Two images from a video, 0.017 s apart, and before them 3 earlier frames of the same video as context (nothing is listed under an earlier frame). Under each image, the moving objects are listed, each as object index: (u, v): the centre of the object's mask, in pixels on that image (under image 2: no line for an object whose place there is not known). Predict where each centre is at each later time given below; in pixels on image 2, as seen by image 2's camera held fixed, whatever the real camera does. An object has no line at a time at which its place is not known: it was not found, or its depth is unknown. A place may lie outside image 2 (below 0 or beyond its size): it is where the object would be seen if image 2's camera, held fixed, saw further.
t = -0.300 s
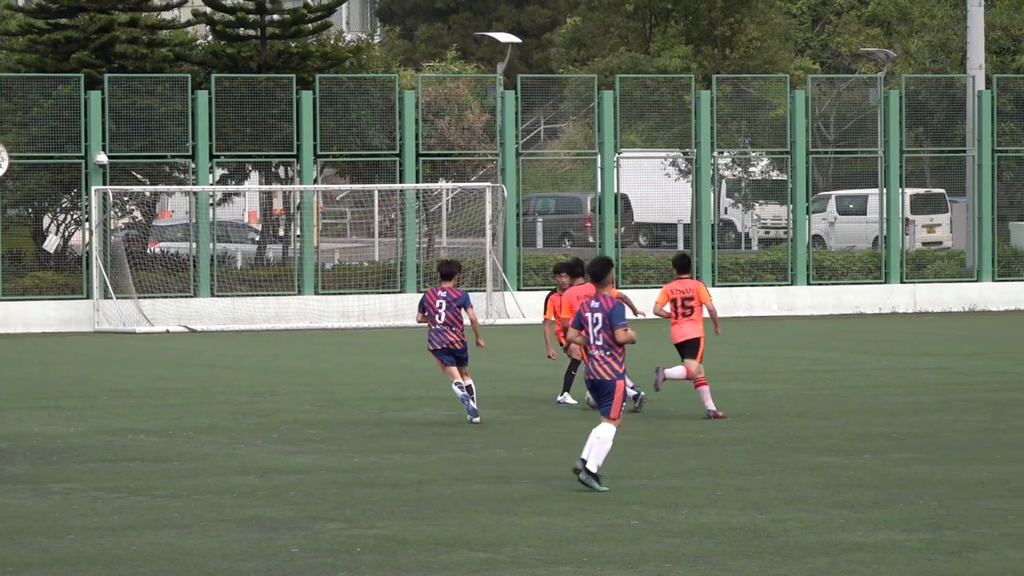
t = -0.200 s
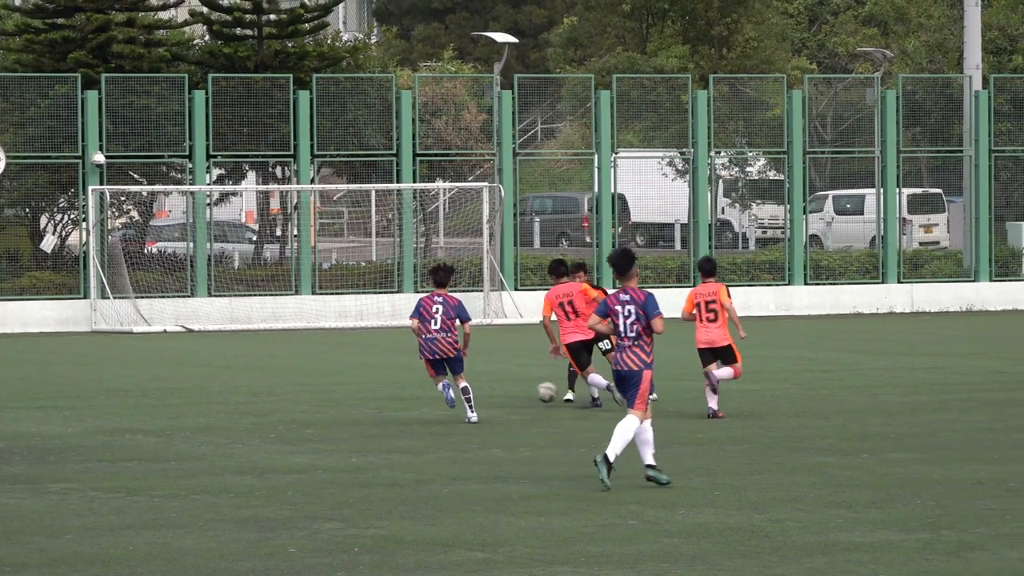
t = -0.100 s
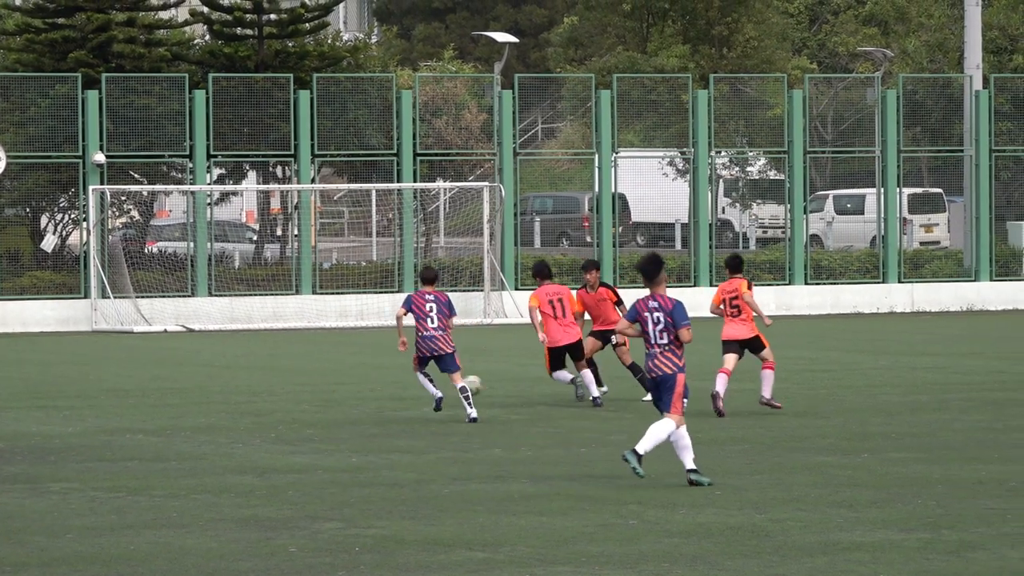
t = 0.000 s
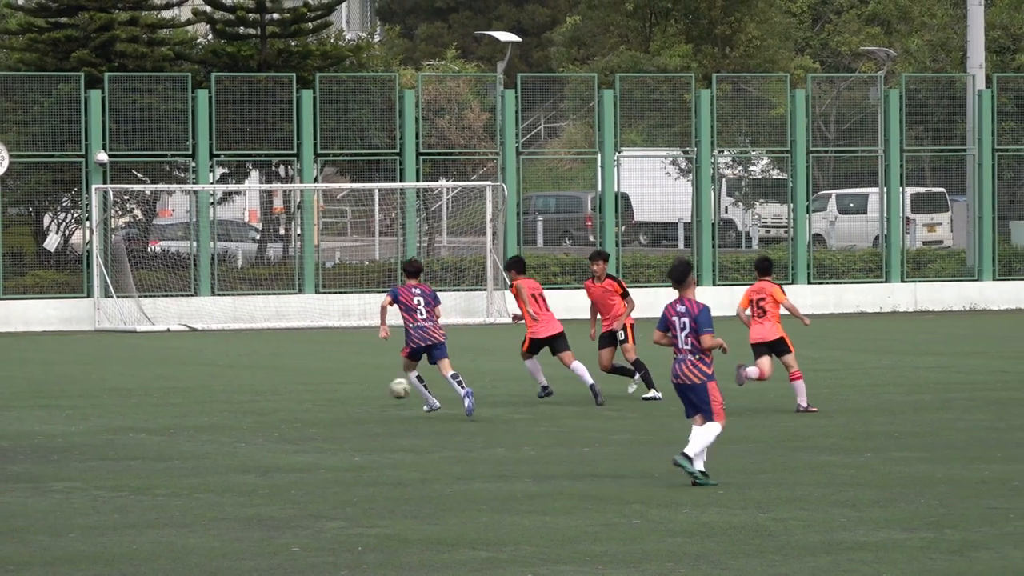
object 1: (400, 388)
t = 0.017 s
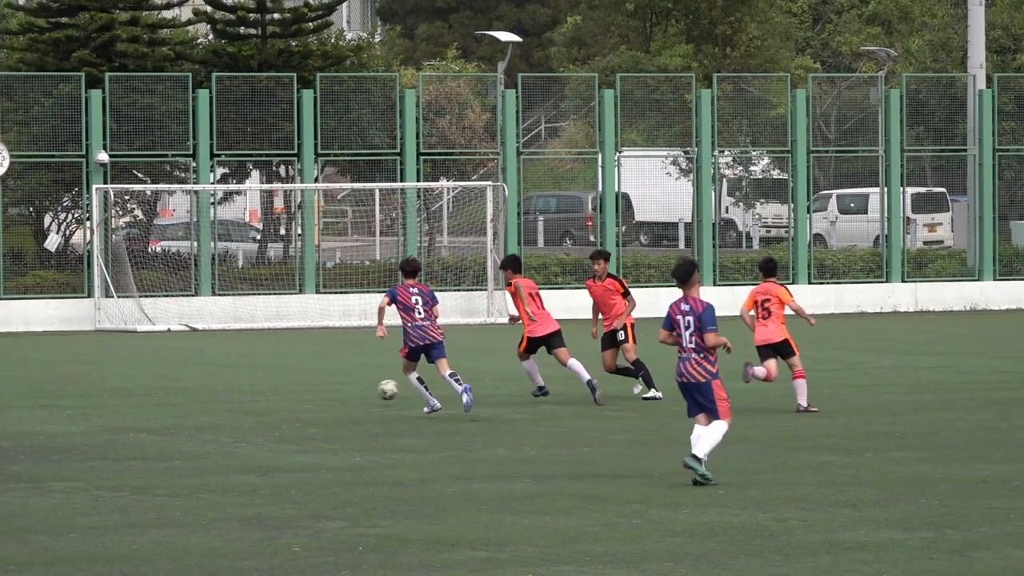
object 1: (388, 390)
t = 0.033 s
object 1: (376, 391)
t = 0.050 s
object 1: (364, 393)
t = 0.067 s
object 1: (352, 395)
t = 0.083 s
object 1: (341, 394)
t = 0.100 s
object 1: (332, 391)
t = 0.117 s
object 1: (323, 389)
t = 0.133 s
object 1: (314, 387)
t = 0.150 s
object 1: (306, 386)
